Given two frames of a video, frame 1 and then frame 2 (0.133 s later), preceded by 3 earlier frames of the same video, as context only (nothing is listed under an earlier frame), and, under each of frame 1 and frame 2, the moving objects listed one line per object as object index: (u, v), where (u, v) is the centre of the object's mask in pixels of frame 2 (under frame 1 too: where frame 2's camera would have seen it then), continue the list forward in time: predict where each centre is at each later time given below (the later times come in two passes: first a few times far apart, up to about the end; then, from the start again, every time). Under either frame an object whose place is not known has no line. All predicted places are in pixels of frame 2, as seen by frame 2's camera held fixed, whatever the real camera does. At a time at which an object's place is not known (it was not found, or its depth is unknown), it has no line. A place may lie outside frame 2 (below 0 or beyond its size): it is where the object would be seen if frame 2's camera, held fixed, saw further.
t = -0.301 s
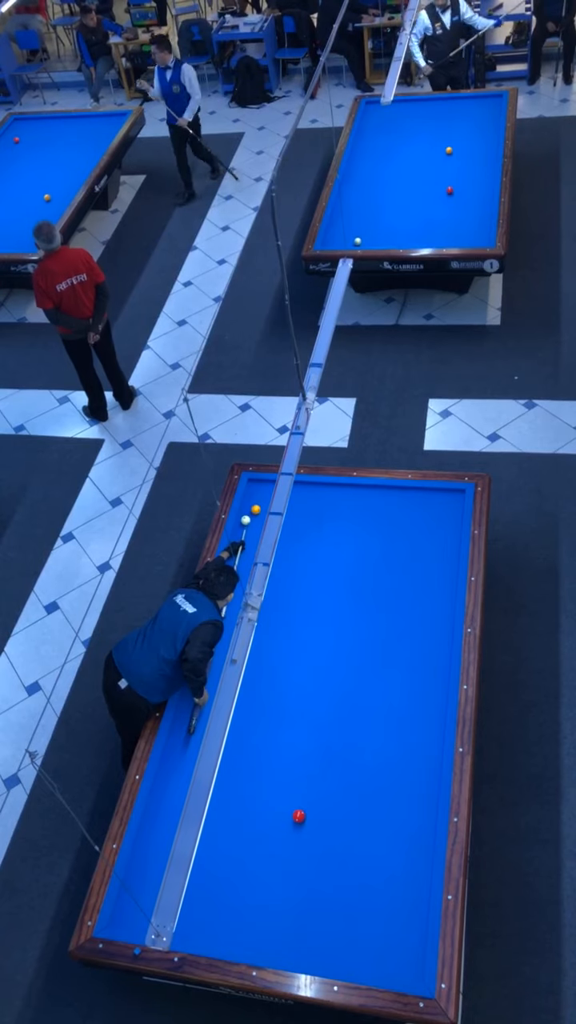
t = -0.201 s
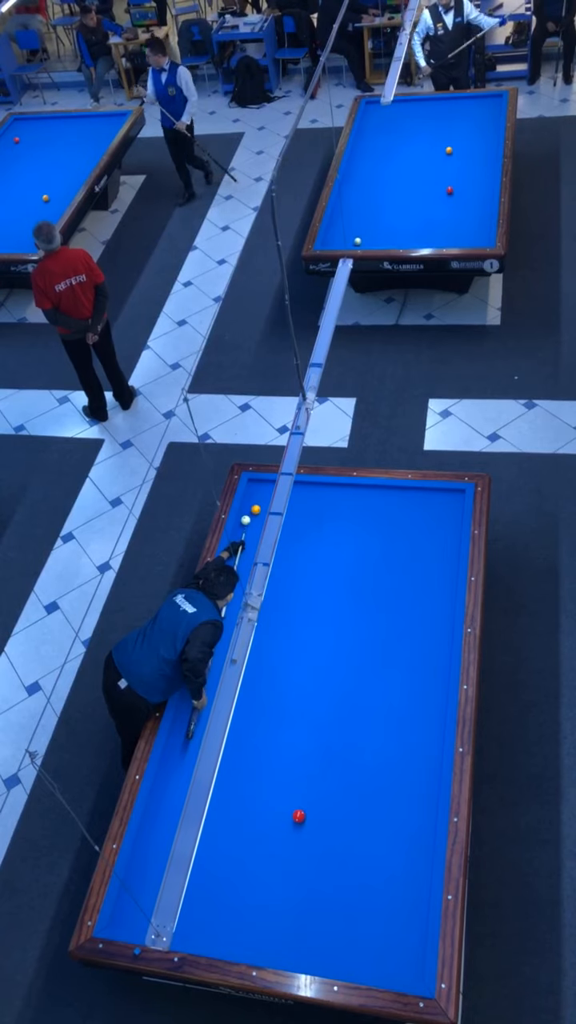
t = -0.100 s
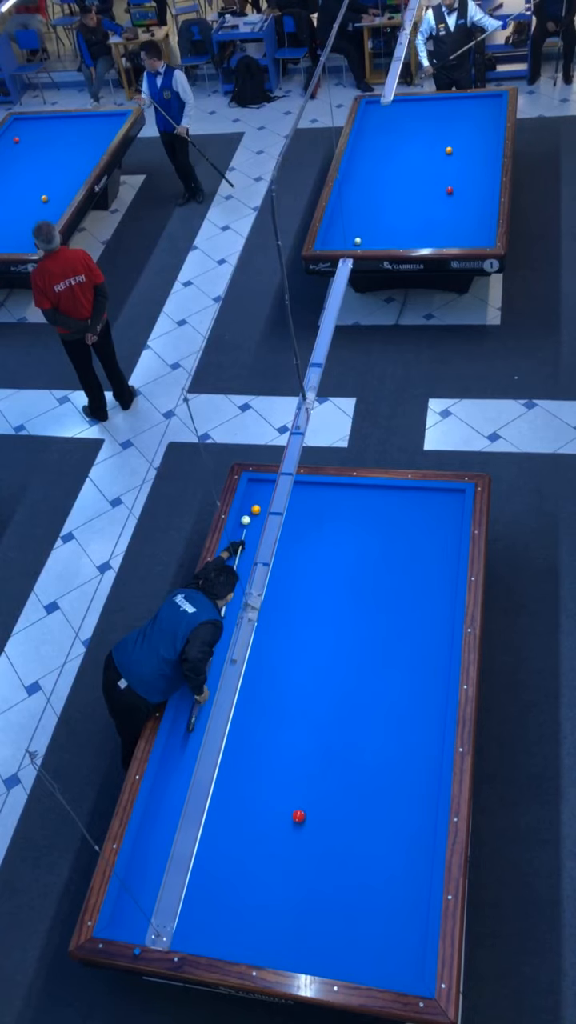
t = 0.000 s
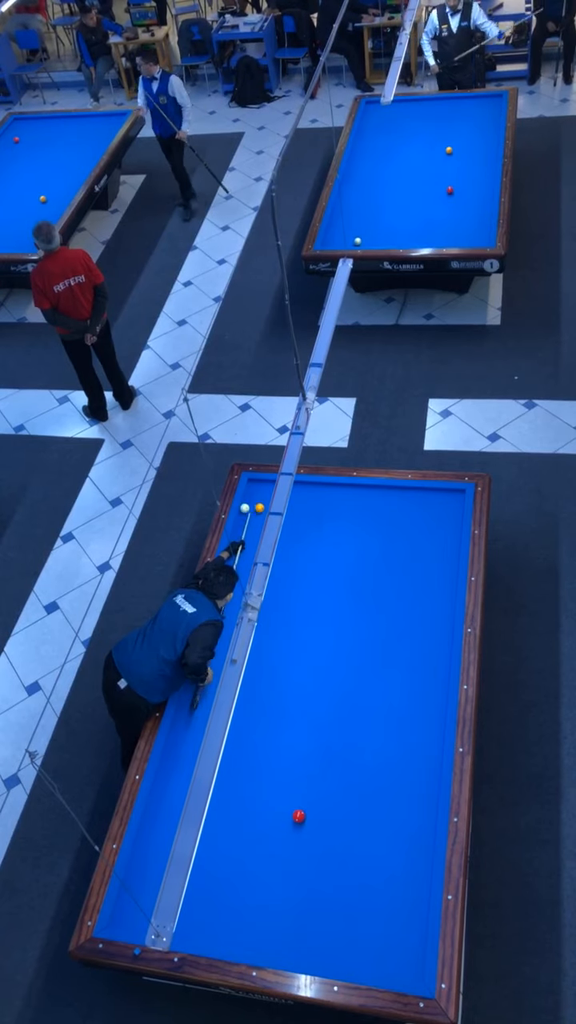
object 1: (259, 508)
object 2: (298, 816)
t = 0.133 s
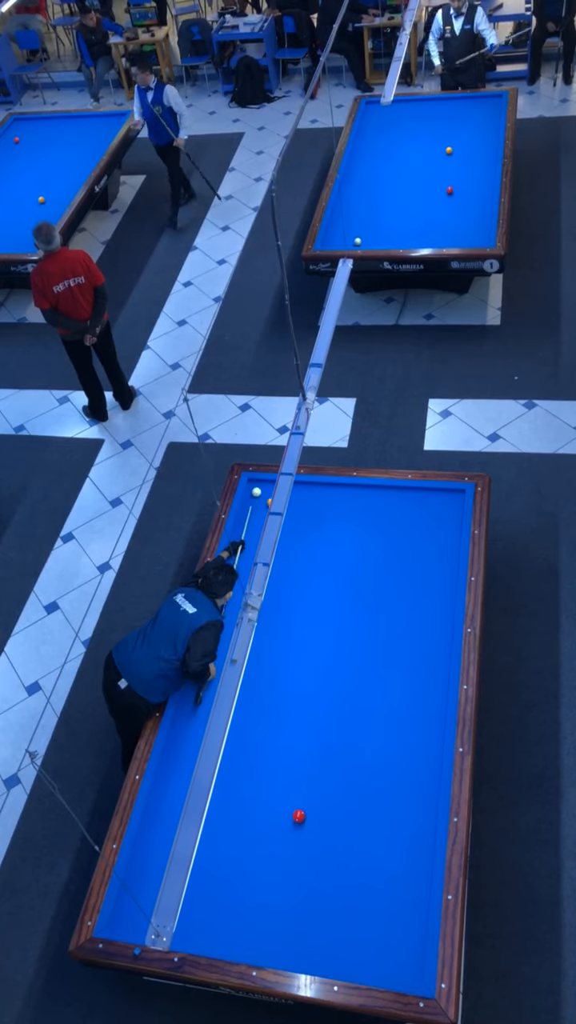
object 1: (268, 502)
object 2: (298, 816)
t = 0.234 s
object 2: (298, 816)
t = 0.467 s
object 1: (298, 491)
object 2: (298, 816)
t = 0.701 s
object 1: (314, 487)
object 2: (298, 816)
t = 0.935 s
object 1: (325, 492)
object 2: (298, 816)
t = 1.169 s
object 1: (336, 497)
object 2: (298, 816)
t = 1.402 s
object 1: (347, 501)
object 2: (298, 816)
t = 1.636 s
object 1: (357, 506)
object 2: (298, 816)
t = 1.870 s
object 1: (368, 511)
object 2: (298, 816)
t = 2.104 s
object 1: (378, 515)
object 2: (298, 816)
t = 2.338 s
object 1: (388, 520)
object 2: (298, 816)
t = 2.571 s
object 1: (398, 524)
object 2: (298, 816)
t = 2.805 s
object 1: (407, 528)
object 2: (298, 816)
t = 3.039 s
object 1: (416, 532)
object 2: (298, 816)
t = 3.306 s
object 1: (426, 536)
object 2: (298, 816)
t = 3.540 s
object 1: (435, 540)
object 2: (298, 816)
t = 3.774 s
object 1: (443, 543)
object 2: (298, 816)
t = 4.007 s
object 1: (450, 547)
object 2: (298, 816)
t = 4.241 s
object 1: (453, 549)
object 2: (298, 816)
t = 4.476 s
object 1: (450, 550)
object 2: (298, 816)
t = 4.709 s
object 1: (446, 552)
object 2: (298, 816)
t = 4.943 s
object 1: (443, 553)
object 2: (292, 825)
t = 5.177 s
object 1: (440, 554)
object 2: (286, 835)
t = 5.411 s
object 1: (438, 554)
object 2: (279, 845)
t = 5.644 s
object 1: (436, 555)
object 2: (273, 854)
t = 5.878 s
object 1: (435, 555)
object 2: (267, 863)
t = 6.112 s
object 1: (434, 555)
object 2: (262, 871)
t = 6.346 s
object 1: (433, 555)
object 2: (257, 879)
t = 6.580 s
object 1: (433, 556)
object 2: (252, 887)
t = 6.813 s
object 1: (433, 556)
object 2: (247, 894)
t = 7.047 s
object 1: (433, 556)
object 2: (243, 900)
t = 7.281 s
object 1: (433, 556)
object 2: (239, 906)
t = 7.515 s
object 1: (433, 556)
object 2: (235, 911)
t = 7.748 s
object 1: (433, 556)
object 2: (232, 916)
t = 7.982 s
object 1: (433, 556)
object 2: (229, 921)
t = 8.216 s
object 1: (433, 556)
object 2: (227, 924)
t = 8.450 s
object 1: (433, 556)
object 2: (224, 927)
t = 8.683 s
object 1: (433, 556)
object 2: (222, 930)
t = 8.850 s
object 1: (433, 555)
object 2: (221, 931)
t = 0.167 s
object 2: (298, 816)
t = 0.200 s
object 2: (298, 816)
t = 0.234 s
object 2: (298, 816)
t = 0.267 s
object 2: (298, 816)
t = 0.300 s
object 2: (298, 816)
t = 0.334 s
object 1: (290, 495)
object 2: (298, 816)
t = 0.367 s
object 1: (292, 494)
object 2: (298, 816)
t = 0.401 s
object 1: (294, 493)
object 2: (298, 816)
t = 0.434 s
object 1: (296, 491)
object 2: (298, 816)
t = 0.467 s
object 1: (298, 491)
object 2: (298, 816)
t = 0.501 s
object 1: (301, 489)
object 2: (298, 816)
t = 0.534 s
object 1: (303, 488)
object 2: (298, 816)
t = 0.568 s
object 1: (306, 487)
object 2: (298, 816)
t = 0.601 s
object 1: (309, 486)
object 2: (298, 816)
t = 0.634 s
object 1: (311, 485)
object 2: (298, 816)
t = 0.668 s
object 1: (312, 486)
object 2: (298, 816)
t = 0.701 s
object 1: (314, 487)
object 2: (298, 816)
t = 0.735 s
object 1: (316, 488)
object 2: (298, 816)
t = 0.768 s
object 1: (317, 488)
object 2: (298, 816)
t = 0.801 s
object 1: (319, 489)
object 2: (298, 816)
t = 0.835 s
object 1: (320, 490)
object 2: (298, 816)
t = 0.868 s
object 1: (322, 490)
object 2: (298, 816)
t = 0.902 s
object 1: (324, 491)
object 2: (298, 816)
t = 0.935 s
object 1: (325, 492)
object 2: (298, 816)
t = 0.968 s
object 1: (327, 492)
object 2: (298, 816)
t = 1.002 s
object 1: (328, 493)
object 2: (298, 816)
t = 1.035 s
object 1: (330, 494)
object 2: (298, 816)
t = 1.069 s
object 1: (331, 495)
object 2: (298, 816)
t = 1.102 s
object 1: (333, 495)
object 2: (298, 816)
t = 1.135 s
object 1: (335, 496)
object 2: (298, 816)
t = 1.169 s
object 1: (336, 497)
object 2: (298, 816)
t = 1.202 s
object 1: (338, 497)
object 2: (298, 816)
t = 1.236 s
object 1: (339, 498)
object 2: (298, 816)
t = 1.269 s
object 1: (341, 499)
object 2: (298, 816)
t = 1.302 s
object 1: (342, 499)
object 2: (298, 816)
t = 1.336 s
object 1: (344, 500)
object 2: (298, 816)
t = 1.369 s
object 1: (345, 501)
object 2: (298, 816)
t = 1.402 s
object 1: (347, 501)
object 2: (298, 816)
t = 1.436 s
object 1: (348, 502)
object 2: (298, 816)
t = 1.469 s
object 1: (350, 503)
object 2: (298, 816)
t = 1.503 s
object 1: (351, 503)
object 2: (298, 816)
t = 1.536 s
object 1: (353, 504)
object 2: (298, 816)
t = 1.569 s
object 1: (354, 505)
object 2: (298, 816)
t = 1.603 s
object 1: (356, 506)
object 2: (298, 816)
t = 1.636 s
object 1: (357, 506)
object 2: (298, 816)
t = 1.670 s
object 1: (359, 507)
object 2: (298, 816)
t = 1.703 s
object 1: (360, 508)
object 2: (298, 816)
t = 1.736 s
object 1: (362, 508)
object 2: (298, 816)
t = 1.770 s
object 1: (363, 509)
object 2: (298, 816)
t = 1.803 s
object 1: (365, 510)
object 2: (298, 816)
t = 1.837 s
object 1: (366, 510)
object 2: (298, 816)
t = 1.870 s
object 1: (368, 511)
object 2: (298, 816)
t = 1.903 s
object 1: (369, 512)
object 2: (298, 816)
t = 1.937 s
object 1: (371, 512)
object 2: (298, 816)
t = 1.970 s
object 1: (372, 513)
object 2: (298, 816)
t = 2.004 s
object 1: (374, 514)
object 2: (298, 816)
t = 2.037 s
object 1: (375, 514)
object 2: (298, 816)
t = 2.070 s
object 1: (377, 515)
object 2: (298, 816)
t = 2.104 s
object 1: (378, 515)
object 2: (298, 816)
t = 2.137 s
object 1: (379, 516)
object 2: (298, 816)
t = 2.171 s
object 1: (381, 517)
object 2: (298, 816)
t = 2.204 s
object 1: (382, 517)
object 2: (298, 816)
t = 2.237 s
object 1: (384, 518)
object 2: (298, 816)
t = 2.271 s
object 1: (385, 518)
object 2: (298, 816)
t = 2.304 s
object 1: (386, 519)
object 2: (298, 816)
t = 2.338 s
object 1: (388, 520)
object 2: (298, 816)
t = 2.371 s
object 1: (389, 520)
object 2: (298, 816)
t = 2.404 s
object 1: (391, 521)
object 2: (298, 816)
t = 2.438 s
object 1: (392, 522)
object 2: (298, 816)
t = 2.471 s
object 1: (393, 522)
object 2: (298, 816)
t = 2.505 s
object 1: (395, 523)
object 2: (298, 816)
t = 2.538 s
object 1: (396, 523)
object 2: (298, 816)
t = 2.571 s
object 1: (398, 524)
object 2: (298, 816)
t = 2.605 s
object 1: (399, 524)
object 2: (298, 816)
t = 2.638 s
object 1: (400, 525)
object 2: (298, 816)
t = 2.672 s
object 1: (402, 526)
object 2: (298, 816)
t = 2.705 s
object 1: (403, 526)
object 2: (298, 816)
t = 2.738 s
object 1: (404, 527)
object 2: (298, 816)
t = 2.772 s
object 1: (406, 527)
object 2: (298, 816)
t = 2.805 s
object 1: (407, 528)
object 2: (298, 816)
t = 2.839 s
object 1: (408, 529)
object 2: (298, 816)
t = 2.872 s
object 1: (409, 529)
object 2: (298, 816)
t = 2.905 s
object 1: (411, 530)
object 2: (298, 816)
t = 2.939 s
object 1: (412, 530)
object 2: (298, 816)
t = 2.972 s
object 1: (414, 531)
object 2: (298, 816)
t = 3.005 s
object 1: (415, 531)
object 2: (298, 816)
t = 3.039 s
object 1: (416, 532)
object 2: (298, 816)
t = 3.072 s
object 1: (417, 532)
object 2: (298, 816)
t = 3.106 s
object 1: (419, 533)
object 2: (298, 816)
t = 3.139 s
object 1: (420, 534)
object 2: (298, 816)
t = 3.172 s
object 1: (421, 534)
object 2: (298, 816)
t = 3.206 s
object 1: (422, 534)
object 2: (298, 816)
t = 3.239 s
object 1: (424, 535)
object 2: (298, 816)
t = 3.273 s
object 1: (425, 536)
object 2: (298, 816)
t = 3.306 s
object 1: (426, 536)
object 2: (298, 816)
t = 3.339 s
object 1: (427, 537)
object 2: (298, 816)
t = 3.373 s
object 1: (428, 537)
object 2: (298, 816)
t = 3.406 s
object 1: (430, 538)
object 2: (298, 816)
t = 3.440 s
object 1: (431, 538)
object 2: (298, 816)
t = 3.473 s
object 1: (432, 539)
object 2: (298, 816)
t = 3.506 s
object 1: (433, 540)
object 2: (298, 816)
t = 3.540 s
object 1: (435, 540)
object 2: (298, 816)
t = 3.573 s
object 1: (436, 541)
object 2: (298, 816)
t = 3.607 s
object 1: (437, 541)
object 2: (298, 816)
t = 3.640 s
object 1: (438, 542)
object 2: (298, 816)
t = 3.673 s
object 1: (439, 542)
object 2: (298, 816)
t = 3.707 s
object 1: (440, 543)
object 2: (298, 816)
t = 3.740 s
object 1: (442, 543)
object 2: (298, 816)
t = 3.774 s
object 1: (443, 543)
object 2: (298, 816)
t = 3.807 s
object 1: (444, 544)
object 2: (298, 816)
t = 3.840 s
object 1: (445, 544)
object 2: (298, 816)
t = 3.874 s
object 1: (446, 545)
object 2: (298, 816)
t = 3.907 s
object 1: (447, 545)
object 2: (298, 816)
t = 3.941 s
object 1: (448, 546)
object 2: (298, 816)
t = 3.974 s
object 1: (449, 546)
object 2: (298, 816)
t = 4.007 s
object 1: (450, 547)
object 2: (298, 816)
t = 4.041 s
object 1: (451, 547)
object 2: (298, 816)
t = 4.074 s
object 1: (452, 547)
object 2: (298, 816)
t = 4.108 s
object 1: (453, 548)
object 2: (298, 816)
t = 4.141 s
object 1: (454, 548)
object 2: (298, 816)
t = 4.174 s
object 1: (455, 549)
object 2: (298, 816)
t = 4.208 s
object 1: (454, 549)
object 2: (298, 816)
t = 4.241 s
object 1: (453, 549)
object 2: (298, 816)
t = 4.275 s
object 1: (453, 549)
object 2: (298, 816)
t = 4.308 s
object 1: (453, 550)
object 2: (298, 816)
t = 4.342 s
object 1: (452, 550)
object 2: (298, 816)
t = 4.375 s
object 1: (451, 550)
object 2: (298, 816)
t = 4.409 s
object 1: (451, 550)
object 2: (298, 816)
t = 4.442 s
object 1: (450, 550)
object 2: (298, 816)
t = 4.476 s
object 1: (450, 550)
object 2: (298, 816)
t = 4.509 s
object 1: (449, 551)
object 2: (298, 816)
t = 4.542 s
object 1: (448, 551)
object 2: (298, 816)
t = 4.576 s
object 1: (448, 551)
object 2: (298, 816)
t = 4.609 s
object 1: (447, 551)
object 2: (298, 816)
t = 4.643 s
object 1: (447, 551)
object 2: (298, 816)
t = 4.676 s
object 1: (446, 551)
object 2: (298, 816)
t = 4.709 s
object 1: (446, 552)
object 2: (298, 816)
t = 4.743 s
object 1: (445, 552)
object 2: (298, 816)
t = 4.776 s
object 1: (445, 552)
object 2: (298, 817)
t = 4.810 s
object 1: (445, 552)
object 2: (296, 819)
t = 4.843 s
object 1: (444, 552)
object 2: (295, 820)
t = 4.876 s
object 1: (444, 552)
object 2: (294, 822)
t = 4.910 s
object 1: (443, 553)
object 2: (294, 823)
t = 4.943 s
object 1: (443, 553)
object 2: (292, 825)
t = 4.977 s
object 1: (442, 553)
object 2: (291, 826)
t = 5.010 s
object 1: (442, 553)
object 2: (290, 828)
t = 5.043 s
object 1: (442, 553)
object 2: (289, 829)
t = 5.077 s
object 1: (441, 553)
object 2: (288, 831)
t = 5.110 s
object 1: (441, 553)
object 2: (288, 832)
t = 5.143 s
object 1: (441, 553)
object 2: (287, 834)
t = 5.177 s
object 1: (440, 554)
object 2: (286, 835)
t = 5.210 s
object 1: (440, 554)
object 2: (285, 837)
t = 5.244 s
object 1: (439, 554)
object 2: (284, 838)
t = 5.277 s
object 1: (439, 554)
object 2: (283, 839)
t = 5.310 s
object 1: (439, 554)
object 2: (282, 841)
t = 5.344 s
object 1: (438, 554)
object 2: (281, 842)
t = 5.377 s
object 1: (438, 554)
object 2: (280, 844)
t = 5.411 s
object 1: (438, 554)
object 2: (279, 845)
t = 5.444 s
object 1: (438, 554)
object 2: (278, 846)
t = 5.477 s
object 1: (437, 554)
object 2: (278, 848)
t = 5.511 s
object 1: (437, 554)
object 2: (277, 849)
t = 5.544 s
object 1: (437, 554)
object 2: (276, 850)
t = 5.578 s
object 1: (436, 554)
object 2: (275, 852)
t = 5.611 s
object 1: (436, 555)
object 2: (274, 853)
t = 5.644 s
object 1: (436, 555)
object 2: (273, 854)
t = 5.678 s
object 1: (436, 555)
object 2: (272, 855)
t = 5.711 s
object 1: (436, 555)
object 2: (272, 857)
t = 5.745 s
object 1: (436, 555)
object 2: (271, 858)
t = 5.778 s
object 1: (435, 555)
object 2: (270, 859)
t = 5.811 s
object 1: (435, 555)
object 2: (269, 860)
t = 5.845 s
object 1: (435, 555)
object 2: (268, 862)
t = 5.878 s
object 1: (435, 555)
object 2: (267, 863)
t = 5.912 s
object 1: (435, 555)
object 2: (267, 864)
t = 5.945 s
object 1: (434, 555)
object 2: (266, 865)
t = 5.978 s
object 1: (434, 555)
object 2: (265, 867)
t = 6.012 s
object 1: (434, 555)
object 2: (264, 868)
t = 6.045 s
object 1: (434, 555)
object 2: (263, 869)
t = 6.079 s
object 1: (434, 555)
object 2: (263, 870)
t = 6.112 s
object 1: (434, 555)
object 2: (262, 871)
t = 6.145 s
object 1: (434, 555)
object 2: (261, 873)
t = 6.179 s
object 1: (434, 555)
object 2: (260, 874)
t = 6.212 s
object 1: (434, 555)
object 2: (259, 875)
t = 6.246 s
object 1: (434, 555)
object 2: (259, 876)
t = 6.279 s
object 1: (434, 555)
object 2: (258, 877)
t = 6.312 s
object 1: (434, 555)
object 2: (257, 878)
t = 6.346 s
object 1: (433, 555)
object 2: (257, 879)
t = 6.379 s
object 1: (433, 555)
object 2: (256, 881)
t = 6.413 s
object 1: (433, 556)
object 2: (255, 882)
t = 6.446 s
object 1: (433, 556)
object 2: (254, 883)
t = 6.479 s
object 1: (433, 556)
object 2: (254, 884)
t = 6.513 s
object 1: (433, 556)
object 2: (253, 885)
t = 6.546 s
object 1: (433, 556)
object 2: (252, 886)
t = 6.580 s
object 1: (433, 556)
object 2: (252, 887)
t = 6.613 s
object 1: (433, 556)
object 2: (251, 888)
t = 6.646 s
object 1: (433, 556)
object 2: (250, 889)
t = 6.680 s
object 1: (433, 556)
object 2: (250, 890)
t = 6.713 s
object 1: (433, 556)
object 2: (249, 891)
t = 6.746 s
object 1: (433, 556)
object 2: (249, 892)
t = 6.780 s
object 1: (433, 556)
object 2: (248, 893)
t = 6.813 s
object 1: (433, 556)
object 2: (247, 894)
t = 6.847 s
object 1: (433, 556)
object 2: (247, 895)
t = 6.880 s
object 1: (433, 556)
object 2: (246, 896)
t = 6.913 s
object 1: (433, 556)
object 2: (245, 897)
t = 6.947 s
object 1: (433, 556)
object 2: (245, 898)
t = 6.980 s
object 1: (433, 556)
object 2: (244, 899)
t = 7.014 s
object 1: (433, 556)
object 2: (243, 900)
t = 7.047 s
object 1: (433, 556)
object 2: (243, 900)
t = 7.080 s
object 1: (433, 556)
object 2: (242, 901)
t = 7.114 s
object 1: (433, 556)
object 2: (242, 902)
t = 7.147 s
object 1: (433, 556)
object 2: (241, 903)
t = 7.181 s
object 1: (433, 556)
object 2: (241, 904)
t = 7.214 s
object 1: (433, 556)
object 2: (240, 905)
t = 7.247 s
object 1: (433, 556)
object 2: (239, 905)
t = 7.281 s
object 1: (433, 556)
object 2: (239, 906)
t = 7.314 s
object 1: (433, 556)
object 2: (238, 907)
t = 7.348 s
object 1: (433, 556)
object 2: (238, 908)
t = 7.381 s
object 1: (433, 556)
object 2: (237, 908)
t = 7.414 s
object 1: (433, 556)
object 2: (237, 909)
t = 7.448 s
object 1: (433, 556)
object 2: (236, 910)
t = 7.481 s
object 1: (433, 556)
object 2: (236, 910)
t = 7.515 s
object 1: (433, 556)
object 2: (235, 911)
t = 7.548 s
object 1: (433, 556)
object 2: (235, 912)
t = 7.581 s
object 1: (433, 556)
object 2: (234, 913)
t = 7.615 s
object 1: (433, 556)
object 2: (234, 914)
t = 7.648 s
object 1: (433, 556)
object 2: (234, 914)
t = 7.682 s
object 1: (433, 556)
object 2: (233, 915)
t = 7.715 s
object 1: (433, 556)
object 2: (233, 915)
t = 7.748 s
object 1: (433, 556)
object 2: (232, 916)
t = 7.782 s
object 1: (433, 556)
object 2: (232, 917)
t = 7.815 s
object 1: (433, 556)
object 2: (231, 918)
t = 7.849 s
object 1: (433, 556)
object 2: (231, 918)
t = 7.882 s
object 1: (433, 556)
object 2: (230, 919)
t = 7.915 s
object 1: (433, 556)
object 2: (230, 920)
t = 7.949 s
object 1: (433, 556)
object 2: (230, 920)
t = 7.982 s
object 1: (433, 556)
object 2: (229, 921)
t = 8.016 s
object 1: (433, 556)
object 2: (229, 921)
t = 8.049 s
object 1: (433, 556)
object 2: (228, 922)
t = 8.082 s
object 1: (433, 556)
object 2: (228, 922)
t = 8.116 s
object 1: (433, 556)
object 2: (228, 923)
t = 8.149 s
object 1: (433, 556)
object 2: (228, 923)
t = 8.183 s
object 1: (433, 556)
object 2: (227, 924)
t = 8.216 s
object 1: (433, 556)
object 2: (227, 924)
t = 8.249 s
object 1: (433, 556)
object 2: (226, 925)
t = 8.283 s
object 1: (433, 556)
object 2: (226, 925)
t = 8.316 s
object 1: (433, 556)
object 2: (226, 925)
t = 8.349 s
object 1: (433, 556)
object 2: (225, 926)
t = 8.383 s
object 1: (433, 556)
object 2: (225, 926)
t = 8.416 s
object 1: (433, 556)
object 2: (225, 927)
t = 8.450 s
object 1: (433, 556)
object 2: (224, 927)
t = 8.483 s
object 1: (433, 556)
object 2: (224, 928)
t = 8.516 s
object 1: (433, 556)
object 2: (224, 928)
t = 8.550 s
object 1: (433, 556)
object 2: (223, 928)
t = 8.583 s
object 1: (433, 556)
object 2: (223, 929)
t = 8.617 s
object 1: (433, 556)
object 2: (223, 929)
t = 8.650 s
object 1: (433, 556)
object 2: (222, 929)
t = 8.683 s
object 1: (433, 556)
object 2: (222, 930)
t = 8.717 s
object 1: (433, 556)
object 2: (222, 930)
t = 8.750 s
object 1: (433, 556)
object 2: (222, 930)
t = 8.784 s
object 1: (433, 556)
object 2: (222, 931)
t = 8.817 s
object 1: (433, 555)
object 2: (221, 931)
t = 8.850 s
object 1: (433, 555)
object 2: (221, 931)
